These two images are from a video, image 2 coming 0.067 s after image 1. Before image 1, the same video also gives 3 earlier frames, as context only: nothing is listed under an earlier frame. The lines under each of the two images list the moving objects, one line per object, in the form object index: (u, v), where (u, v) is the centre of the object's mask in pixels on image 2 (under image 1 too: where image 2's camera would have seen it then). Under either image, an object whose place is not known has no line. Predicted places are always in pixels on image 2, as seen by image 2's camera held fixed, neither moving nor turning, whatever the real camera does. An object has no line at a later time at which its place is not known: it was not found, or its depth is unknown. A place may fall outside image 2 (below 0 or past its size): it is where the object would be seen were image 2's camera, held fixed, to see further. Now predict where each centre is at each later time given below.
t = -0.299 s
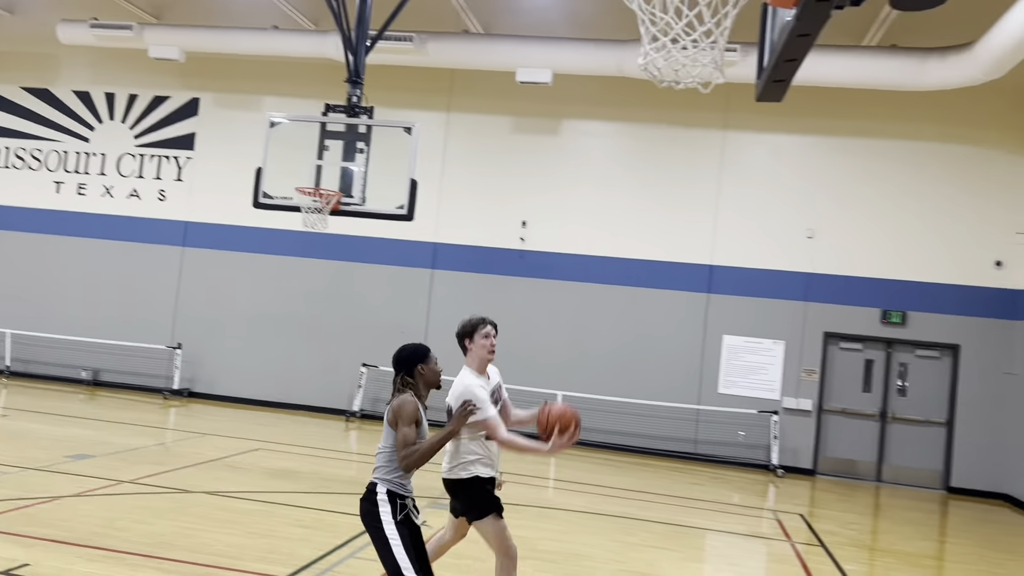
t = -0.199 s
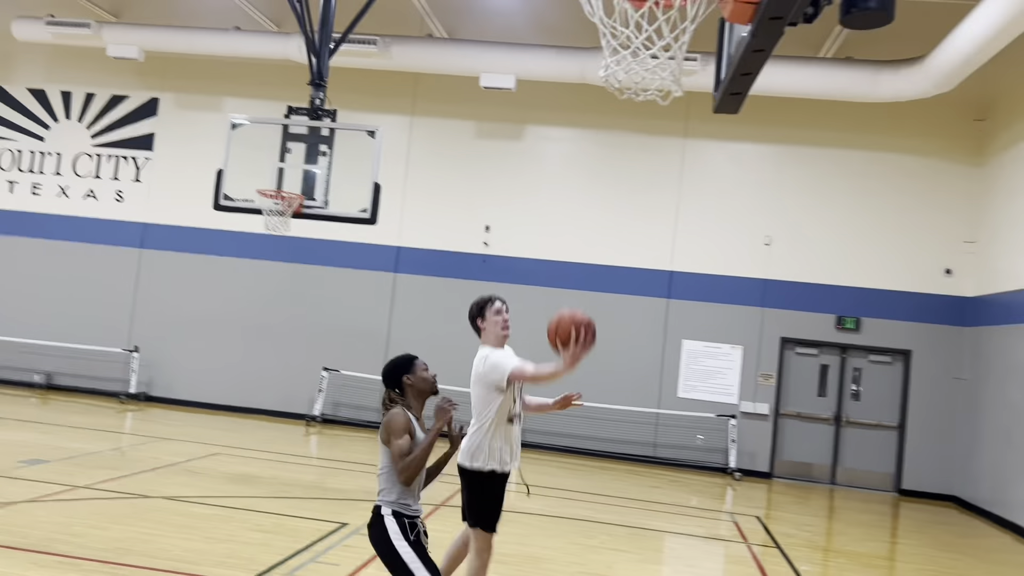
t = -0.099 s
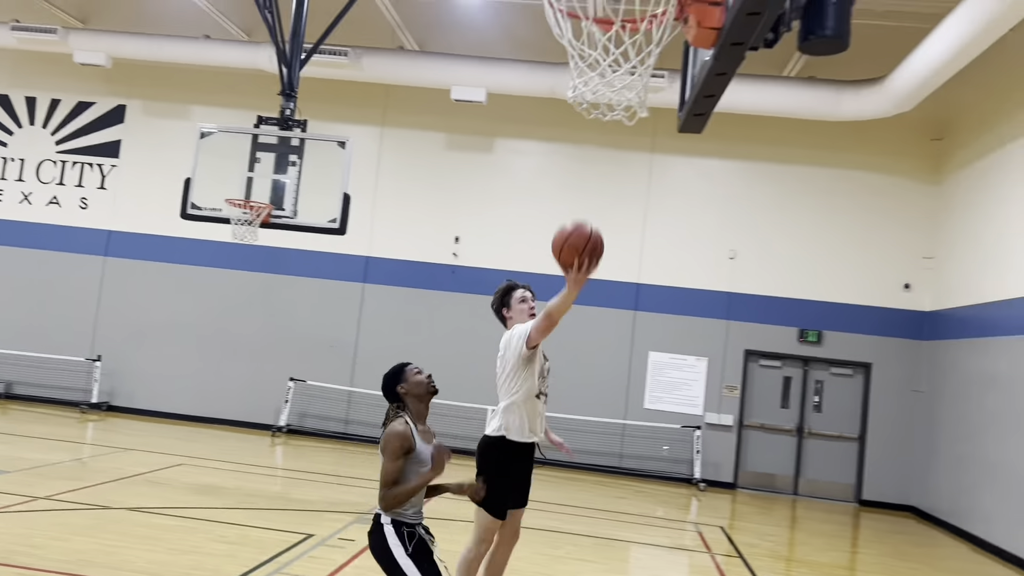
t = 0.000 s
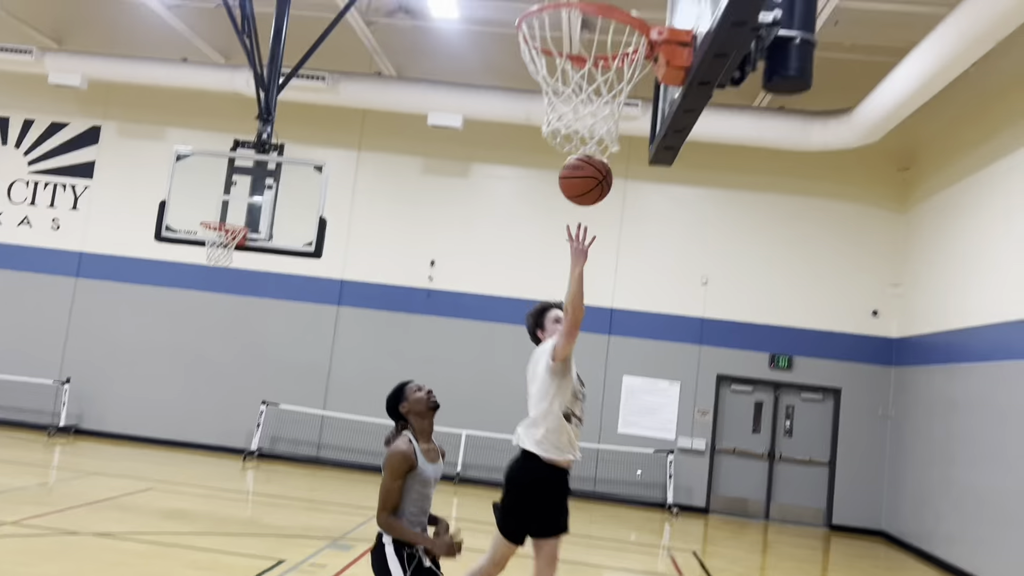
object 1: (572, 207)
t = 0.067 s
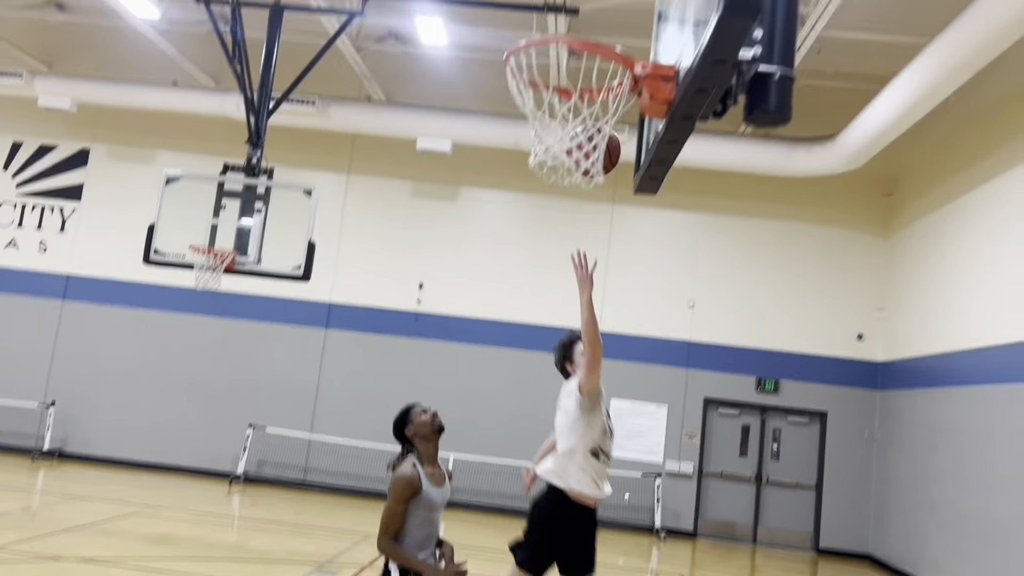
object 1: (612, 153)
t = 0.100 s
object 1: (606, 127)
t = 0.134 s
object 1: (621, 114)
